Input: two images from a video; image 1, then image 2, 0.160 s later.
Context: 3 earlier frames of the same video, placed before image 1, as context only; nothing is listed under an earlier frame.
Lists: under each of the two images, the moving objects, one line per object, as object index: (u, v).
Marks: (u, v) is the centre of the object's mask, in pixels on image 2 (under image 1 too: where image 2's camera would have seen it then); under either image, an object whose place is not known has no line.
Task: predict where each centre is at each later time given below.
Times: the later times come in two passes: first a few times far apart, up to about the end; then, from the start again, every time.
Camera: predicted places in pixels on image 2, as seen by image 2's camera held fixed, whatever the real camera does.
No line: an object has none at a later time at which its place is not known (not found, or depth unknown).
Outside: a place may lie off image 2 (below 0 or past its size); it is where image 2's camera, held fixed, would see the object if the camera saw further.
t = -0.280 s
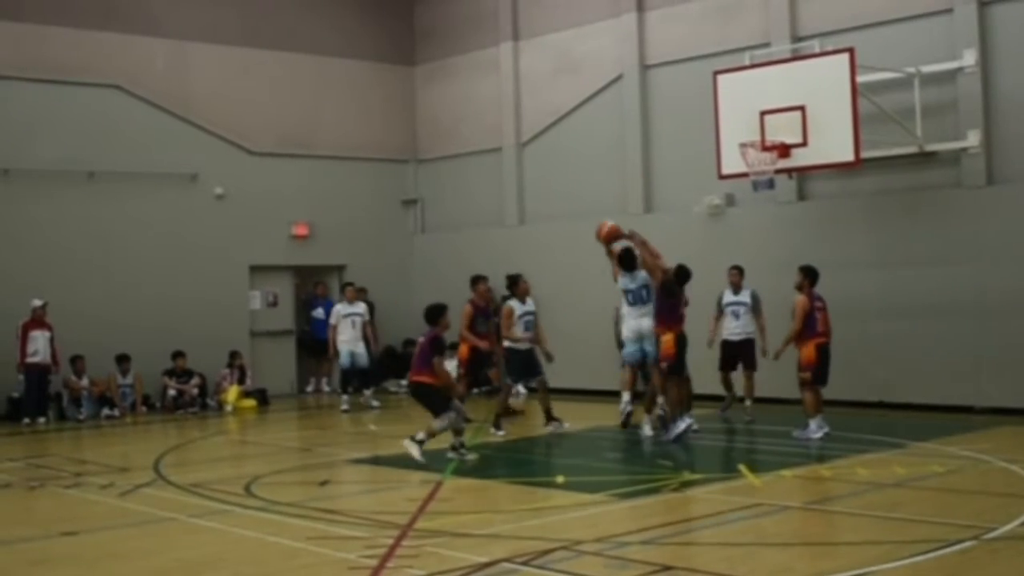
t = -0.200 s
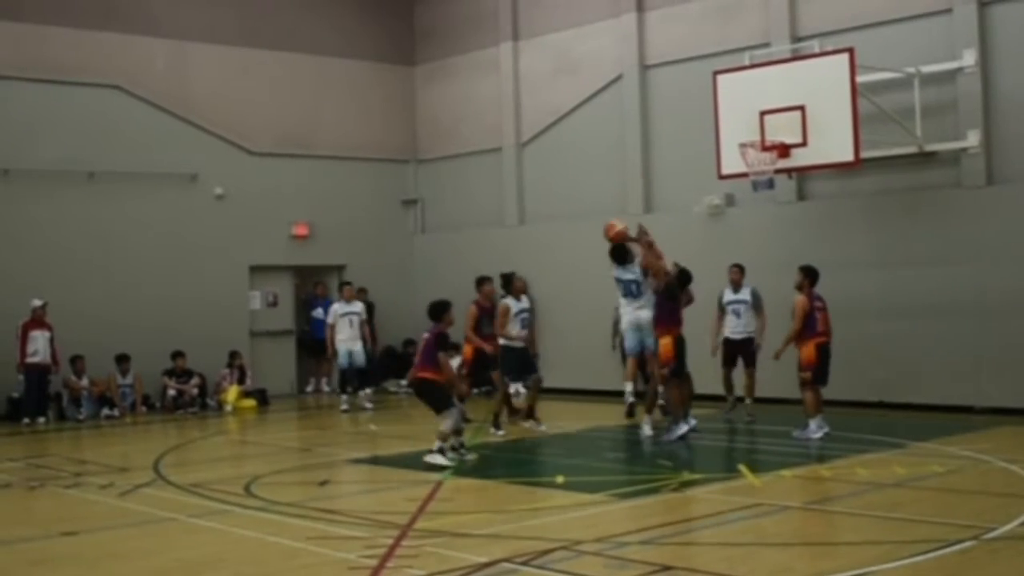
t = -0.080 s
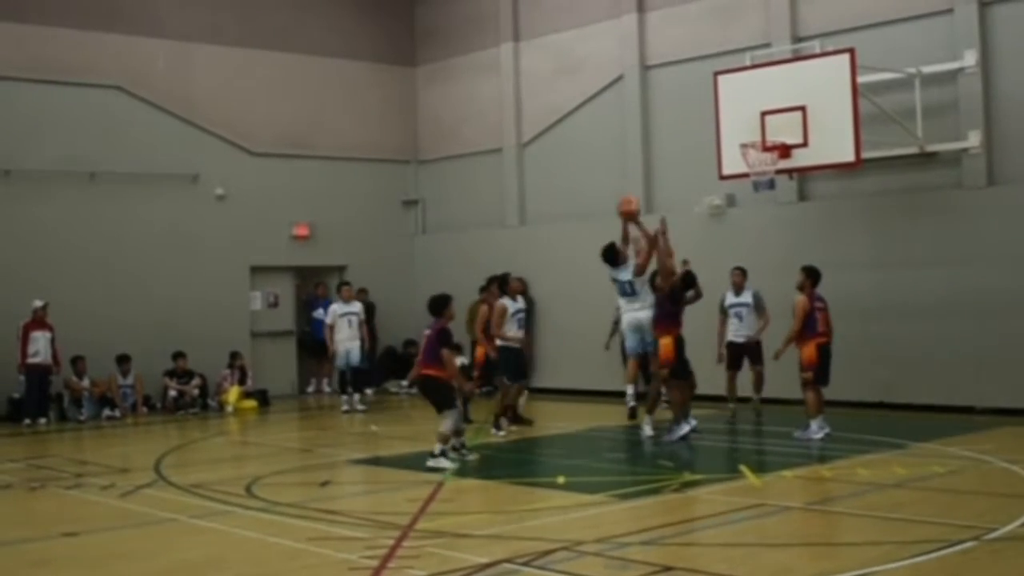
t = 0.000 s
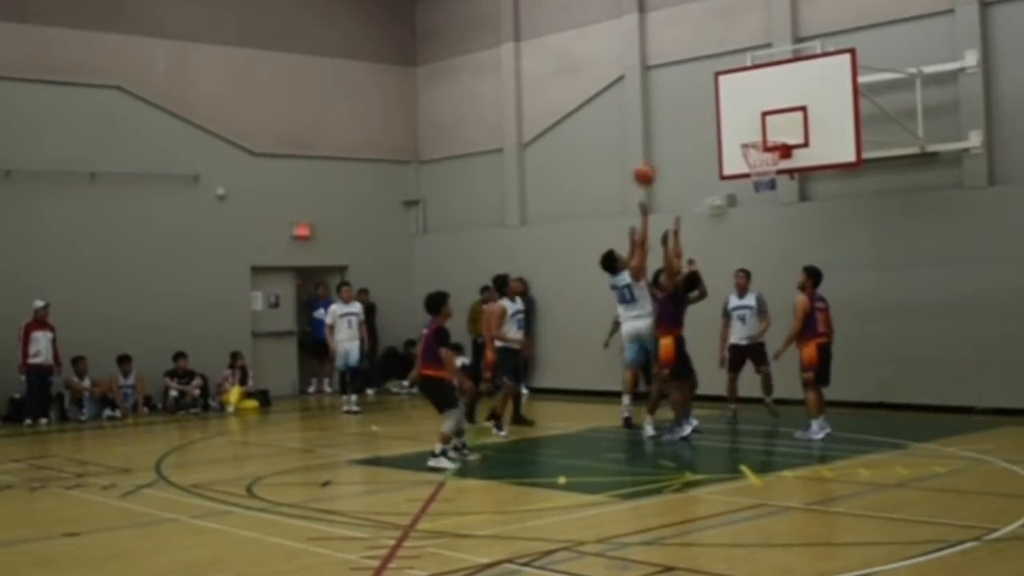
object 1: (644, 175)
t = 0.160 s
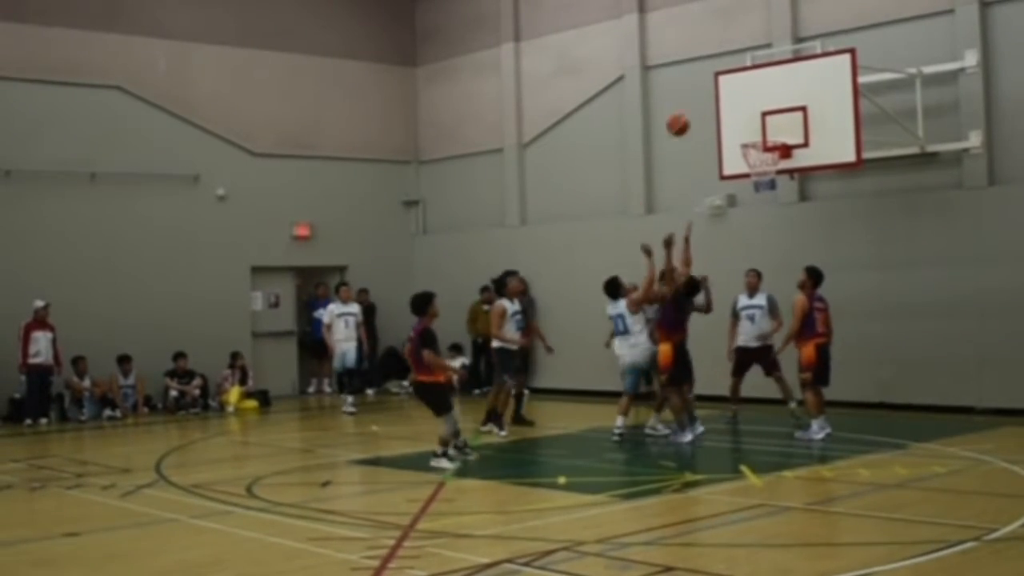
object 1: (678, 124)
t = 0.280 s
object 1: (701, 105)
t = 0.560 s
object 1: (757, 109)
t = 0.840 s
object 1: (752, 169)
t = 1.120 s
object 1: (758, 192)
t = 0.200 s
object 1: (686, 117)
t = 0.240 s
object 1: (694, 109)
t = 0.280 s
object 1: (701, 105)
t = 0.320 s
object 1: (709, 101)
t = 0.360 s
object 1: (717, 98)
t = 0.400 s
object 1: (726, 97)
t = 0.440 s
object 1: (734, 98)
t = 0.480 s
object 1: (742, 100)
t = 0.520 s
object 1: (749, 104)
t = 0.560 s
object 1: (757, 109)
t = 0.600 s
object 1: (766, 116)
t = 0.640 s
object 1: (766, 123)
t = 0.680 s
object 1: (762, 130)
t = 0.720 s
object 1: (760, 140)
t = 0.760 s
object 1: (755, 151)
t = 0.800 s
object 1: (753, 162)
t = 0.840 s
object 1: (752, 169)
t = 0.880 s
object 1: (752, 169)
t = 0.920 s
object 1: (752, 170)
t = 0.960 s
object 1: (752, 170)
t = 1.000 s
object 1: (754, 176)
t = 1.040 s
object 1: (755, 180)
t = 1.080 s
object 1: (756, 185)
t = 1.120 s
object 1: (758, 192)
